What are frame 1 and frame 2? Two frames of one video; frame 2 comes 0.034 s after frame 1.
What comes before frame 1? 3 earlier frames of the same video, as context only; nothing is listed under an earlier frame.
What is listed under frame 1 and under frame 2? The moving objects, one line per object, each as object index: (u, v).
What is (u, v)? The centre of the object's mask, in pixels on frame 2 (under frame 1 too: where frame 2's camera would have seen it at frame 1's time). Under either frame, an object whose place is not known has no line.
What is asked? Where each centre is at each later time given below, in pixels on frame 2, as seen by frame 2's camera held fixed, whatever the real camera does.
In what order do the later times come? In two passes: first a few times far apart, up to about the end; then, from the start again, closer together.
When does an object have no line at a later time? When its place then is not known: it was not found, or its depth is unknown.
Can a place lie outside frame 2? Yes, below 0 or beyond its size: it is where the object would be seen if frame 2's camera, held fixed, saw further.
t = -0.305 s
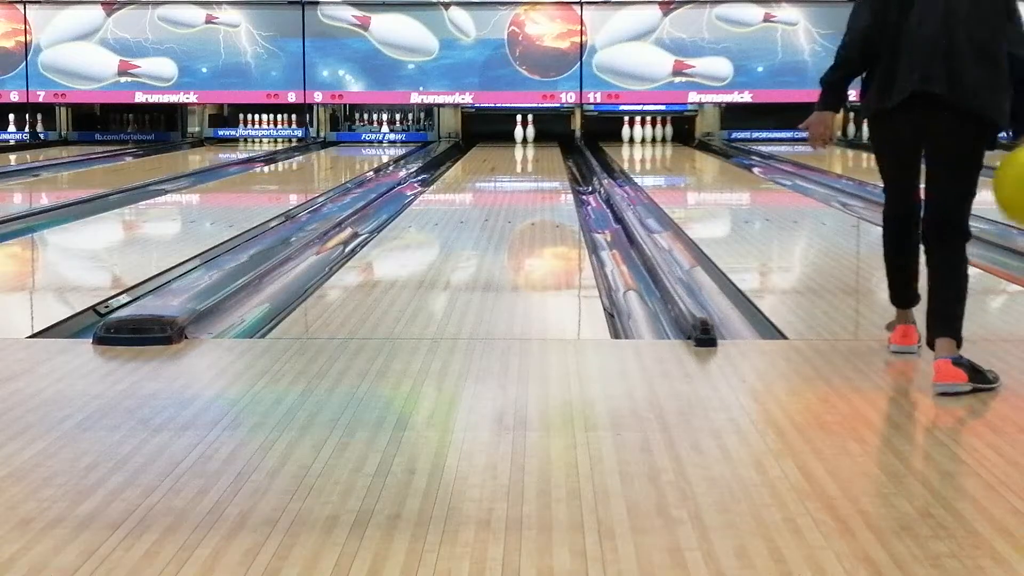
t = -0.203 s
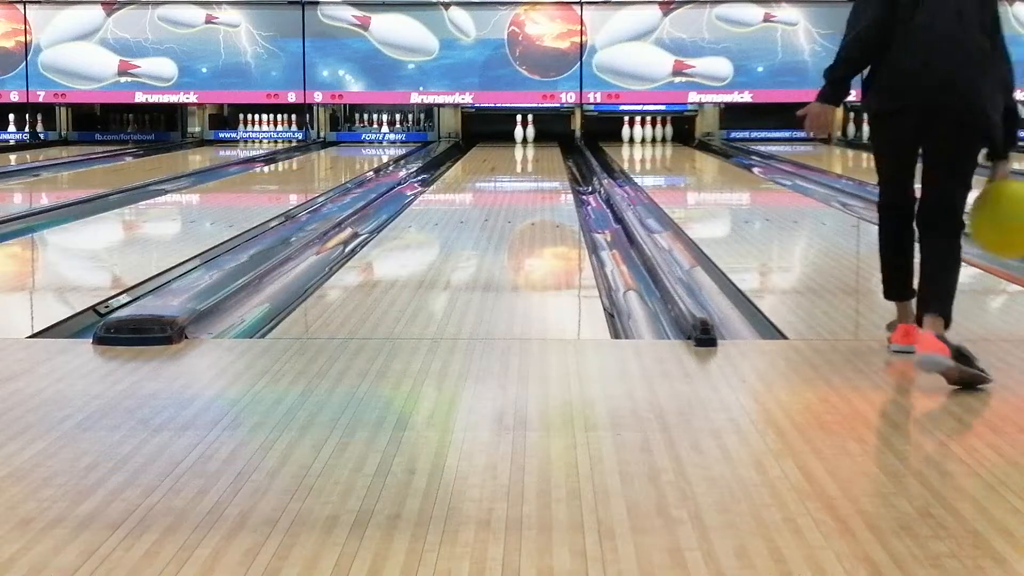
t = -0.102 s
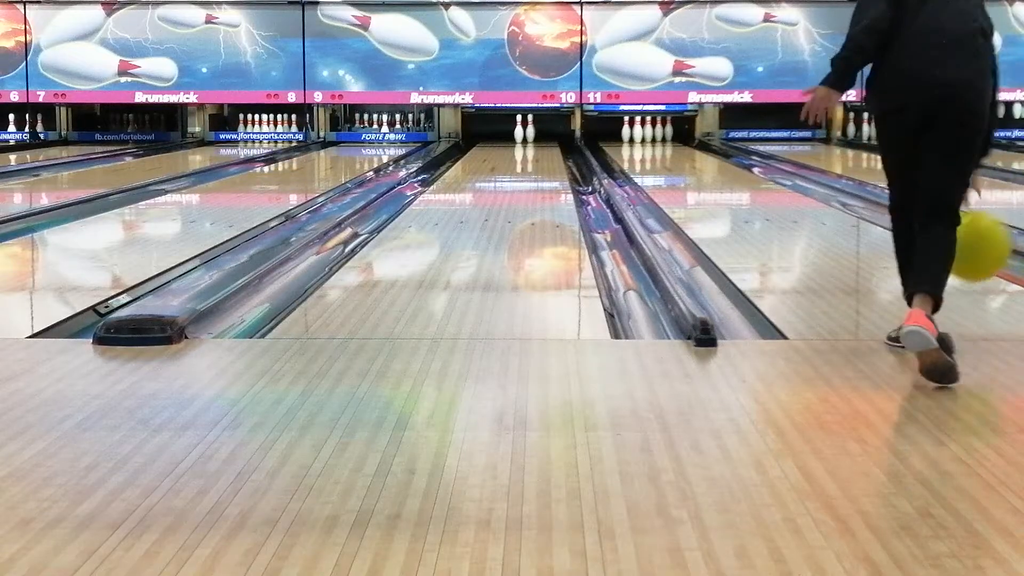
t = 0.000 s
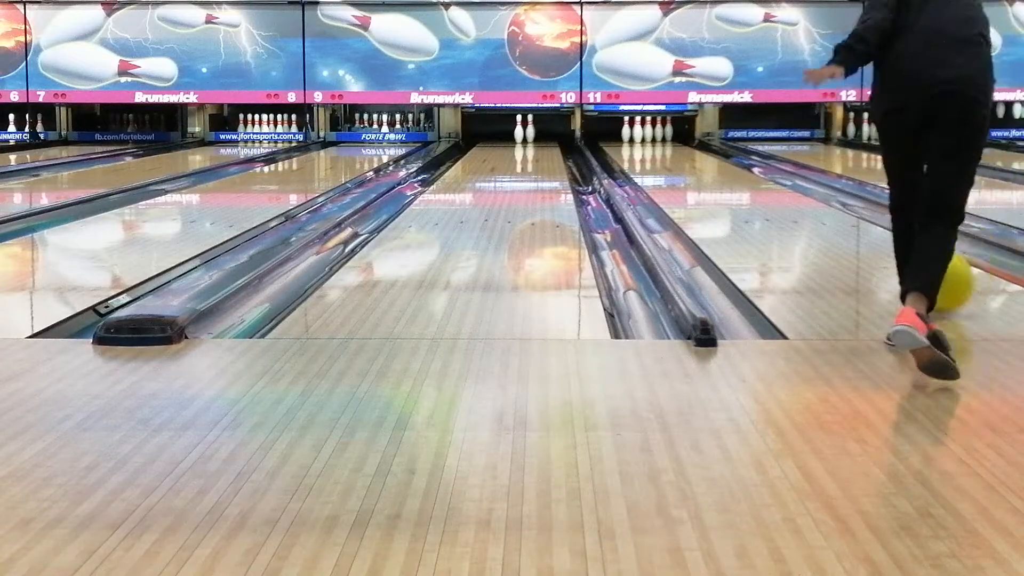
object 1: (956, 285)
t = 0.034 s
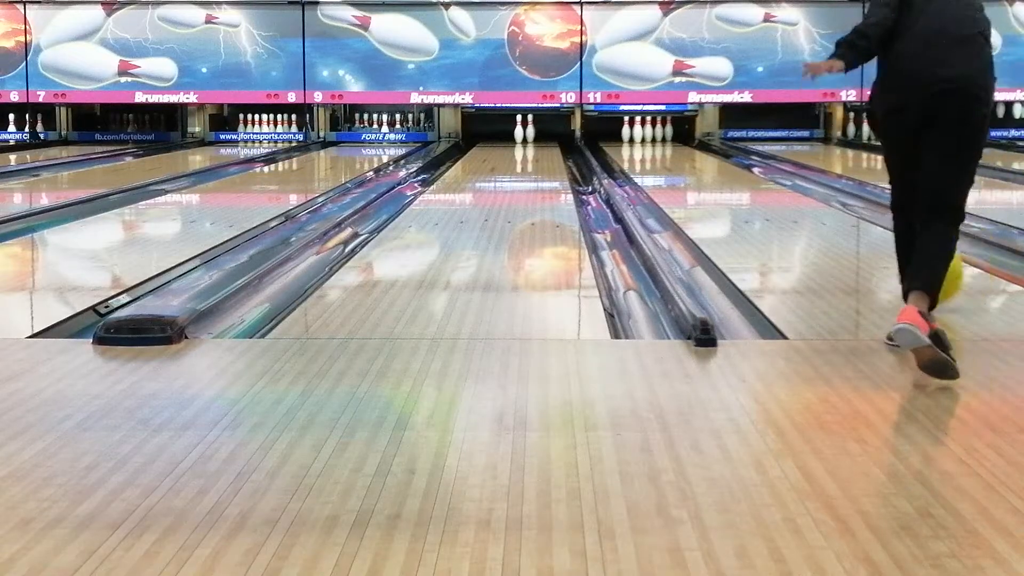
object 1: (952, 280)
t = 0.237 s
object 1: (880, 252)
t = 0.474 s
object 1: (842, 230)
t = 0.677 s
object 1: (816, 215)
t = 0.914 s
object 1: (791, 202)
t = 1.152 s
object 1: (771, 191)
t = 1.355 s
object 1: (757, 183)
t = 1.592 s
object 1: (743, 175)
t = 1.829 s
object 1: (731, 169)
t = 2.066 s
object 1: (721, 163)
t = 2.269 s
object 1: (713, 159)
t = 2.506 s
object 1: (706, 155)
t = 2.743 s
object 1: (699, 151)
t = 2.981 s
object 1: (694, 148)
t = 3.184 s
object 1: (690, 146)
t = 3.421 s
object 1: (687, 143)
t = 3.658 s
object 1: (684, 141)
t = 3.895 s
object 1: (682, 139)
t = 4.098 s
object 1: (680, 138)
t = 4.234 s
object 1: (679, 138)
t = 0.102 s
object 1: (895, 270)
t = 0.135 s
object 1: (890, 265)
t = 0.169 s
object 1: (886, 261)
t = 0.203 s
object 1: (884, 257)
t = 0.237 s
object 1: (880, 252)
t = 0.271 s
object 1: (876, 248)
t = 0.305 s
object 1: (870, 245)
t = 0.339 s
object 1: (864, 242)
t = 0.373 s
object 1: (858, 239)
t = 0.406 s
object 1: (853, 236)
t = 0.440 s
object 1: (847, 233)
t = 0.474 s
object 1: (842, 230)
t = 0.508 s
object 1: (837, 227)
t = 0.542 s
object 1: (833, 224)
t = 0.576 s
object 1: (829, 222)
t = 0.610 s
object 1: (824, 219)
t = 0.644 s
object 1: (820, 217)
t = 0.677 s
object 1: (816, 215)
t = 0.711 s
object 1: (812, 213)
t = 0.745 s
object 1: (807, 211)
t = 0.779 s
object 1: (804, 209)
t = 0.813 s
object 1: (801, 207)
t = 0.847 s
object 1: (797, 205)
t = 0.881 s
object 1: (794, 203)
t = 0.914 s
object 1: (791, 202)
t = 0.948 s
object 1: (787, 200)
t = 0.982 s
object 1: (784, 198)
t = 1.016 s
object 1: (782, 197)
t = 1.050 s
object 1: (779, 195)
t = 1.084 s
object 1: (776, 194)
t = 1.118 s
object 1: (773, 192)
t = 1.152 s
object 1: (771, 191)
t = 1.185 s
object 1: (768, 190)
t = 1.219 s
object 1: (766, 188)
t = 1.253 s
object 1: (763, 187)
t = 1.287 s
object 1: (761, 185)
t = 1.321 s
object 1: (759, 184)
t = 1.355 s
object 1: (757, 183)
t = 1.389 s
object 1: (754, 182)
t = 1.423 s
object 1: (752, 181)
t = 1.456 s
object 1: (750, 179)
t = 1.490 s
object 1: (748, 178)
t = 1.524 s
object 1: (746, 177)
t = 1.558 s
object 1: (745, 176)
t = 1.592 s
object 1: (743, 175)
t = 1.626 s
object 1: (741, 174)
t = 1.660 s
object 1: (739, 174)
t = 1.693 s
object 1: (737, 173)
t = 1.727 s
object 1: (736, 172)
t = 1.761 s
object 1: (734, 171)
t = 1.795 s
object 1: (732, 170)
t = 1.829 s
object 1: (731, 169)
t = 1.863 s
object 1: (729, 168)
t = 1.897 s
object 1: (728, 167)
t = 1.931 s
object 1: (726, 166)
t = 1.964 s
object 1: (725, 166)
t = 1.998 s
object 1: (723, 165)
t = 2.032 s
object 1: (722, 164)
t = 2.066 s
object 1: (721, 163)
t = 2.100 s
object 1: (720, 163)
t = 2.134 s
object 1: (718, 162)
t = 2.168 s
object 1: (717, 161)
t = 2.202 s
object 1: (716, 160)
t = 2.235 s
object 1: (715, 160)
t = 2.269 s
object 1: (713, 159)
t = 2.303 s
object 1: (712, 159)
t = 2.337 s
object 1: (711, 158)
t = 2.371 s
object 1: (710, 157)
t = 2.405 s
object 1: (709, 157)
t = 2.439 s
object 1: (708, 156)
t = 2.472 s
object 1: (707, 156)
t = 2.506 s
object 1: (706, 155)
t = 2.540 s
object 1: (705, 154)
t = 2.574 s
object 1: (704, 154)
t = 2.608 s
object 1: (703, 153)
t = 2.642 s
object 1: (702, 153)
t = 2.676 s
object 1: (701, 152)
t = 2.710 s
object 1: (700, 152)
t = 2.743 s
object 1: (699, 151)
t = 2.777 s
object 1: (698, 151)
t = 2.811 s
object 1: (698, 150)
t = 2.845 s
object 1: (697, 150)
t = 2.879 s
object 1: (696, 149)
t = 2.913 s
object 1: (695, 149)
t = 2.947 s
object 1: (695, 148)
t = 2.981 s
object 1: (694, 148)
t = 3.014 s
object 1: (693, 148)
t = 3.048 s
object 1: (693, 147)
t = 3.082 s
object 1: (692, 147)
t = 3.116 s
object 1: (691, 147)
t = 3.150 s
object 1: (691, 146)
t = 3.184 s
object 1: (690, 146)
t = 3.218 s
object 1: (690, 145)
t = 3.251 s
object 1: (689, 145)
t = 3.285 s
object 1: (689, 145)
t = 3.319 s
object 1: (688, 144)
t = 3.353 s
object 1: (688, 144)
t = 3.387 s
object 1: (687, 144)
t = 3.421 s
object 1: (687, 143)
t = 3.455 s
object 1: (686, 143)
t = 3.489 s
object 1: (686, 143)
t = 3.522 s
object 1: (686, 142)
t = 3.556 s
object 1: (685, 142)
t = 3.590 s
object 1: (685, 142)
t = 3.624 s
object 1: (684, 141)
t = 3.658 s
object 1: (684, 141)
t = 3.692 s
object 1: (684, 141)
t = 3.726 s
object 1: (684, 141)
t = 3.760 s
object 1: (683, 140)
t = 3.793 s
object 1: (683, 140)
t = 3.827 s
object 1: (683, 140)
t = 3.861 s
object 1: (682, 140)
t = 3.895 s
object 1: (682, 139)
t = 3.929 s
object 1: (682, 139)
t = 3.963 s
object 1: (682, 139)
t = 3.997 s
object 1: (681, 139)
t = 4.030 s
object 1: (681, 138)
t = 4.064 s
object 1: (681, 138)
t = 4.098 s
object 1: (680, 138)
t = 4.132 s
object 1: (680, 138)
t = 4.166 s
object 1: (680, 138)
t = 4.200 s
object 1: (680, 138)
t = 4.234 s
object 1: (679, 138)
